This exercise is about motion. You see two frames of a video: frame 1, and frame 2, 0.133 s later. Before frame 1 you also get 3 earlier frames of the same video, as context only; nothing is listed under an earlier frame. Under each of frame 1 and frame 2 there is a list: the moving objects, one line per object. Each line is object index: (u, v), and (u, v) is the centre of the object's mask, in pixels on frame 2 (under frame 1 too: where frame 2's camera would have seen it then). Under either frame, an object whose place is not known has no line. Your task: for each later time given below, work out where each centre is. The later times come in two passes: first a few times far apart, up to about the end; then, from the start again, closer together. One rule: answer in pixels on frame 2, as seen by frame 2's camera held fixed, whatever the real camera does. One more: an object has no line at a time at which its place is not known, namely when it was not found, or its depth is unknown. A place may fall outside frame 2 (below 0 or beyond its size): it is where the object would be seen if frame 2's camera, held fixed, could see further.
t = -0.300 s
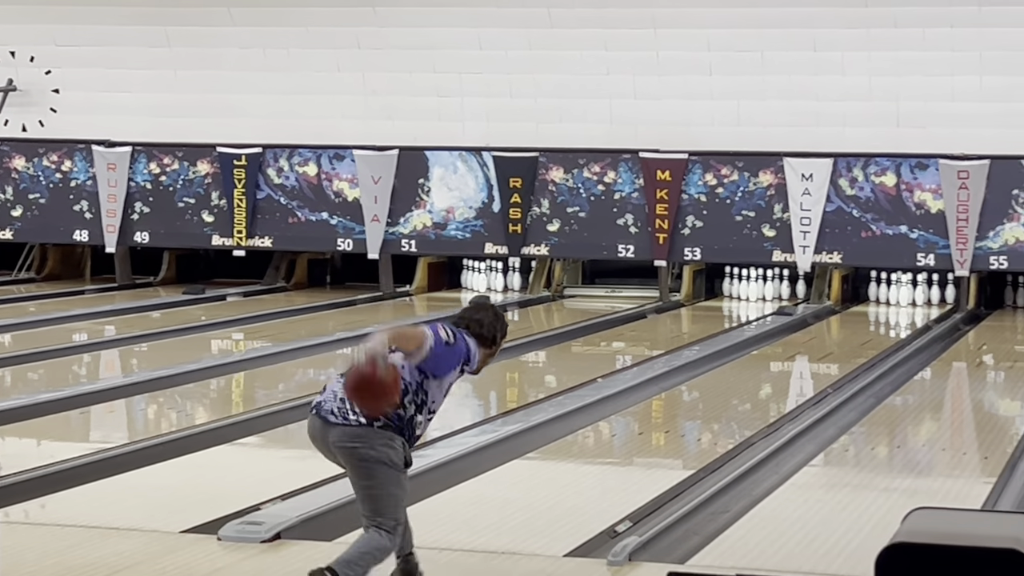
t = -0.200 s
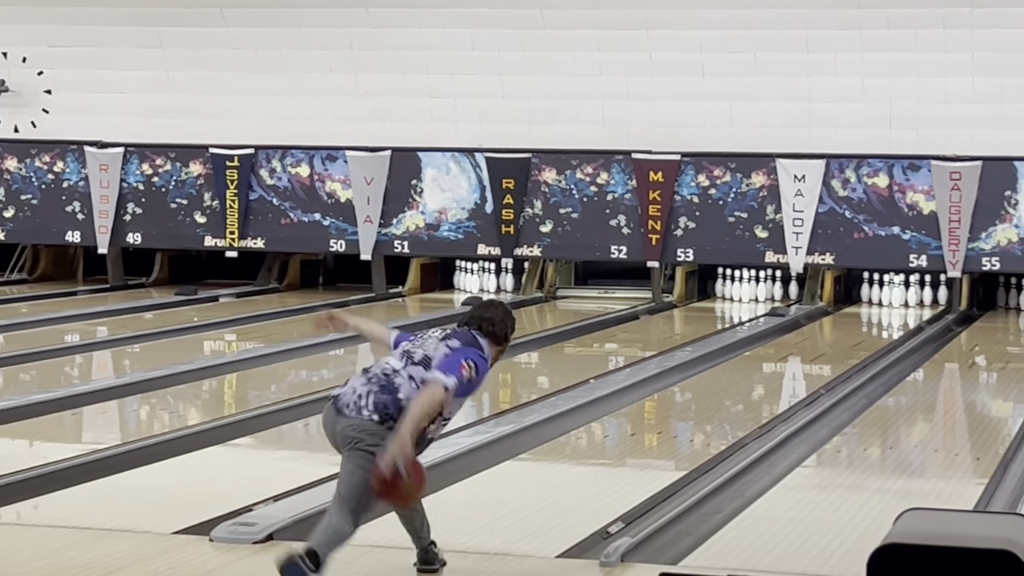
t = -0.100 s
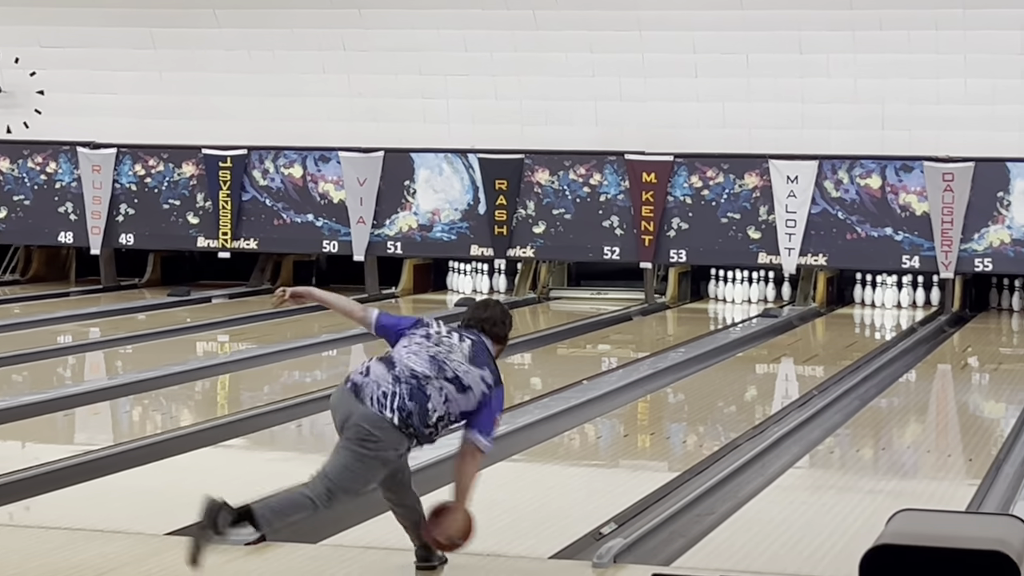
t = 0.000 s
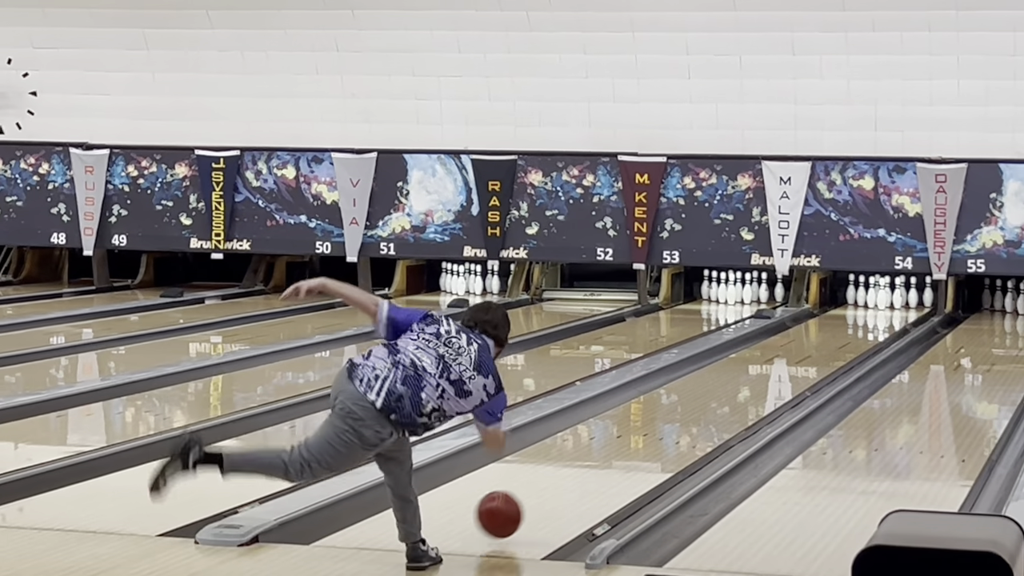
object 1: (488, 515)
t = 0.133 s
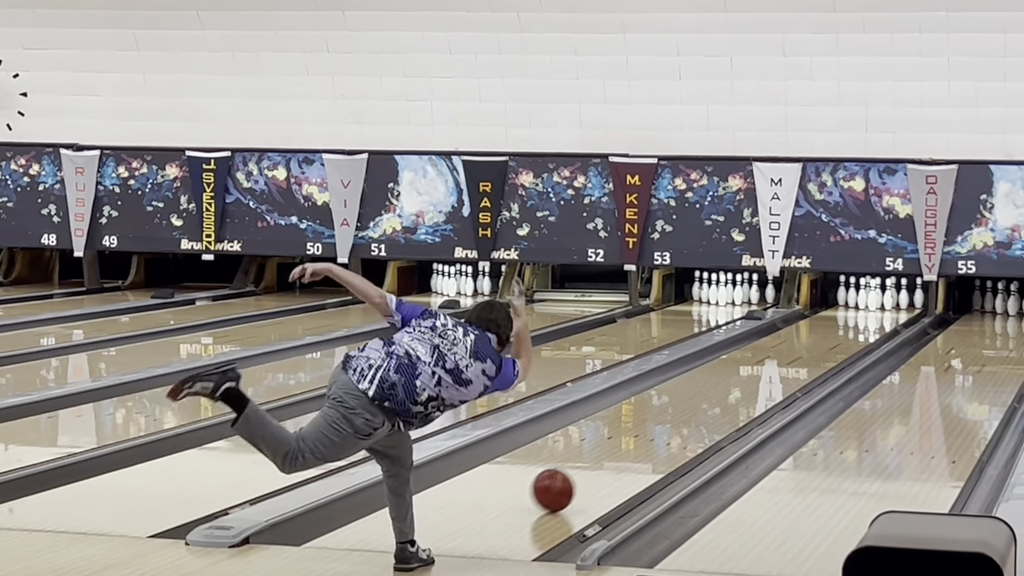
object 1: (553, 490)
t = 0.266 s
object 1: (606, 464)
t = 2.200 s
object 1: (873, 310)
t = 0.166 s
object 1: (567, 483)
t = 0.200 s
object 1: (581, 476)
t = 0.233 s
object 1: (594, 470)
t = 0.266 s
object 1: (606, 464)
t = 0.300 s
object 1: (618, 458)
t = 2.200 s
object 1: (873, 310)
